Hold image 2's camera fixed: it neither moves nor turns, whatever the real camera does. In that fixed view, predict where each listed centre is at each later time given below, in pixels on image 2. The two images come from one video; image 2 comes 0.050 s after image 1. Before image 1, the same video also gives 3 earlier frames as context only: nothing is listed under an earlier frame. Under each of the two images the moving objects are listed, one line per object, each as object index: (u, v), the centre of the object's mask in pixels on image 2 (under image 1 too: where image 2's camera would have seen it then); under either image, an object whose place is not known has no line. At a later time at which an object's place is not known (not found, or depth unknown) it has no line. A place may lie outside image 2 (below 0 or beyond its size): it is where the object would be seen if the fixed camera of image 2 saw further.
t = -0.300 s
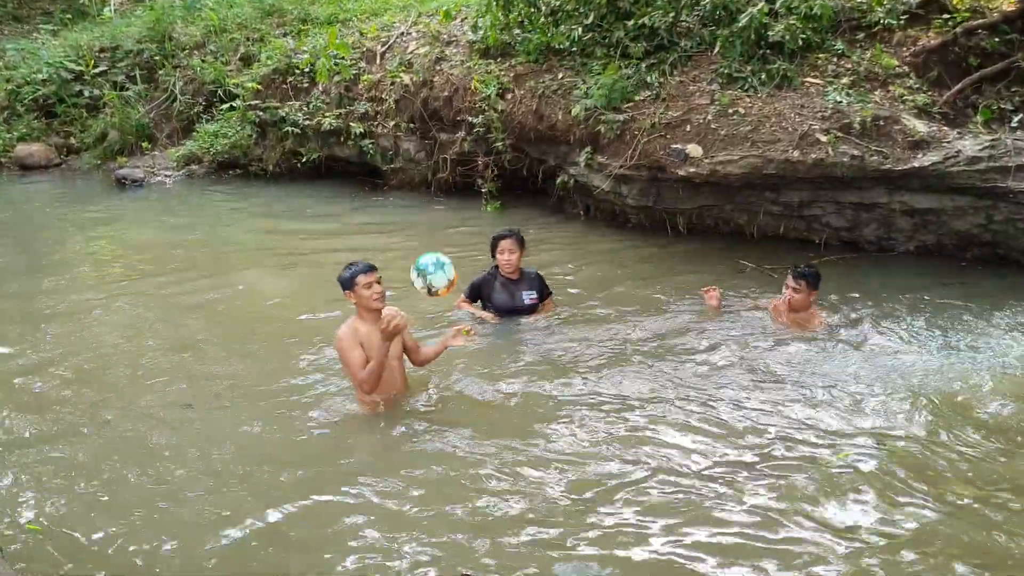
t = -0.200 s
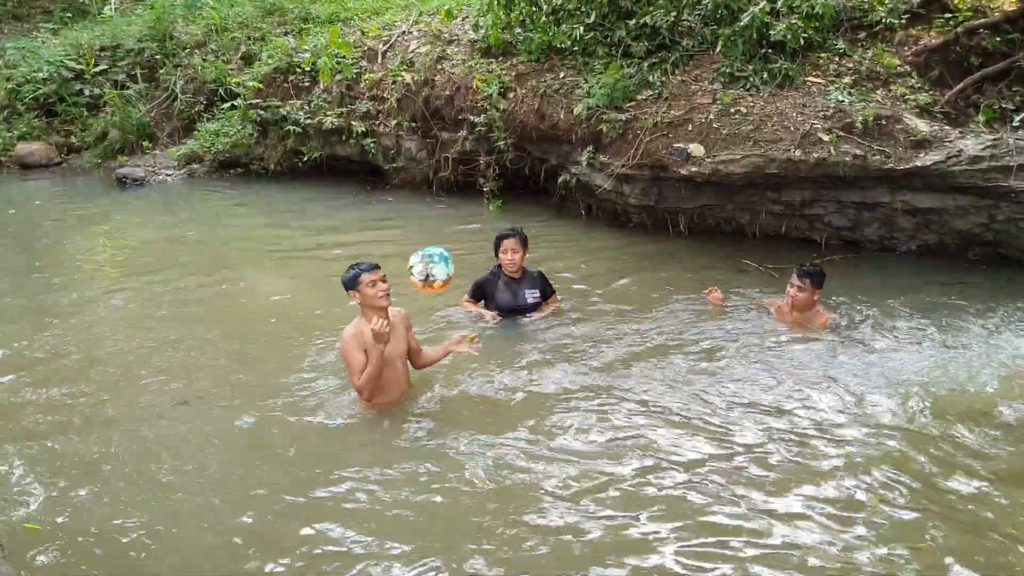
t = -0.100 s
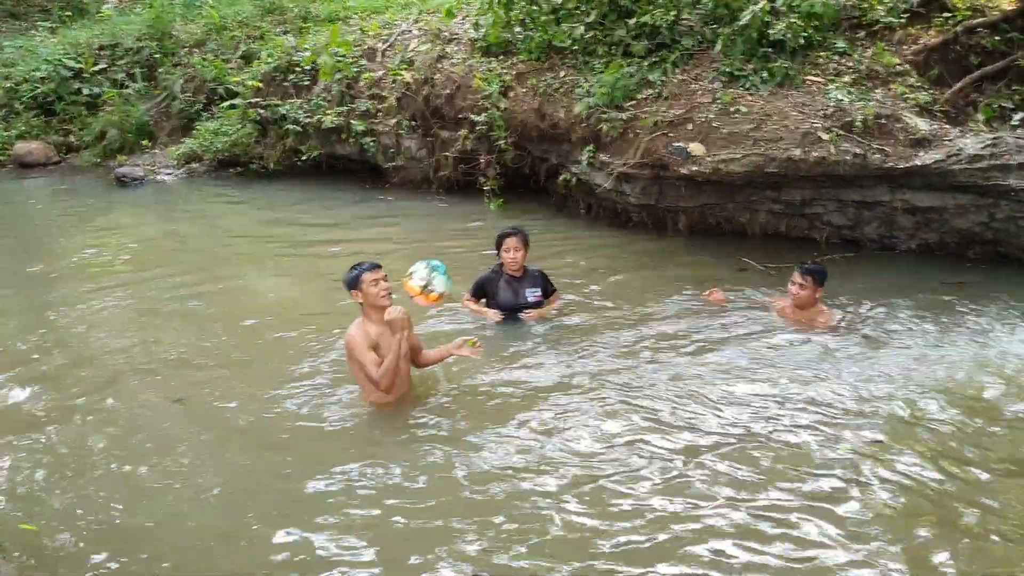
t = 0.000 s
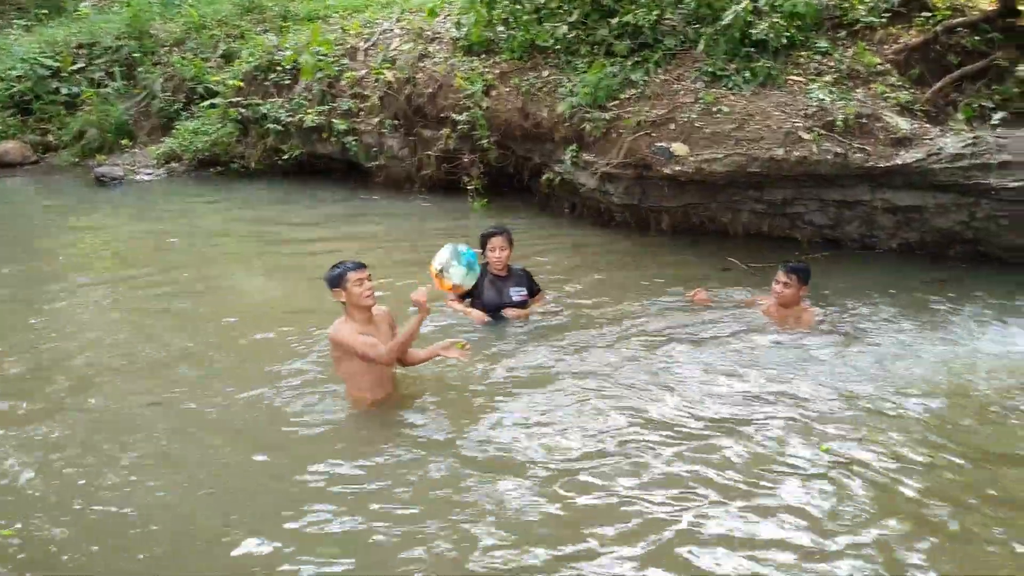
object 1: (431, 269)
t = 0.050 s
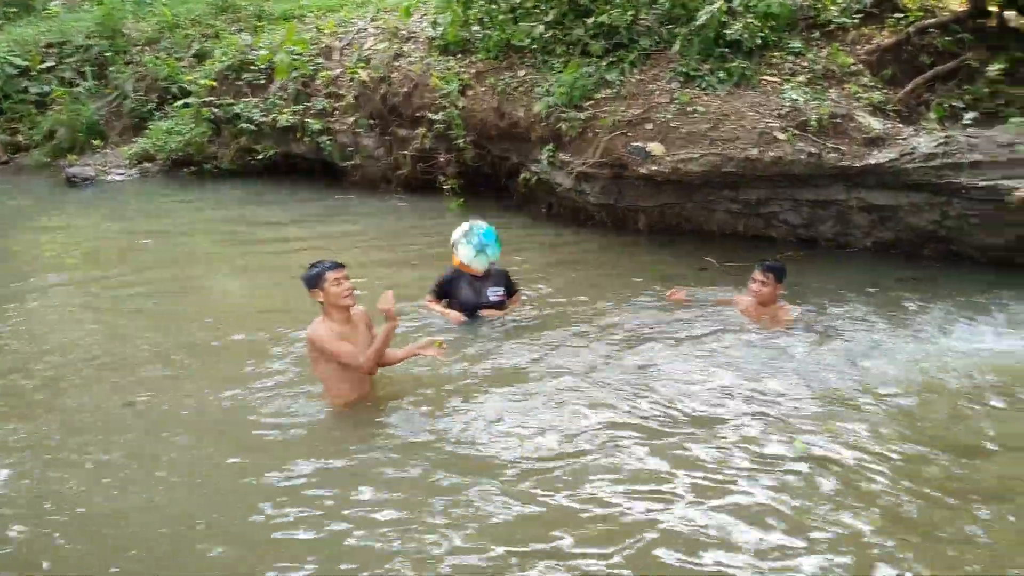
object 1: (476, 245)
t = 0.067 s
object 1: (490, 238)
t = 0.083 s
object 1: (507, 231)
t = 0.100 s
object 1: (522, 226)
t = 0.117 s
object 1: (538, 220)
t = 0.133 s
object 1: (554, 215)
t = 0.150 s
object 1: (572, 211)
